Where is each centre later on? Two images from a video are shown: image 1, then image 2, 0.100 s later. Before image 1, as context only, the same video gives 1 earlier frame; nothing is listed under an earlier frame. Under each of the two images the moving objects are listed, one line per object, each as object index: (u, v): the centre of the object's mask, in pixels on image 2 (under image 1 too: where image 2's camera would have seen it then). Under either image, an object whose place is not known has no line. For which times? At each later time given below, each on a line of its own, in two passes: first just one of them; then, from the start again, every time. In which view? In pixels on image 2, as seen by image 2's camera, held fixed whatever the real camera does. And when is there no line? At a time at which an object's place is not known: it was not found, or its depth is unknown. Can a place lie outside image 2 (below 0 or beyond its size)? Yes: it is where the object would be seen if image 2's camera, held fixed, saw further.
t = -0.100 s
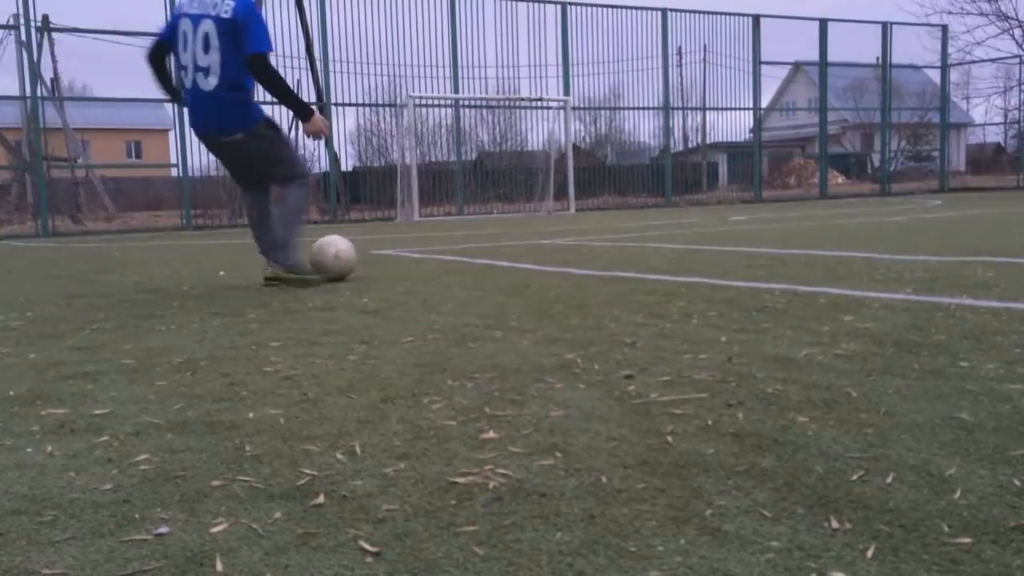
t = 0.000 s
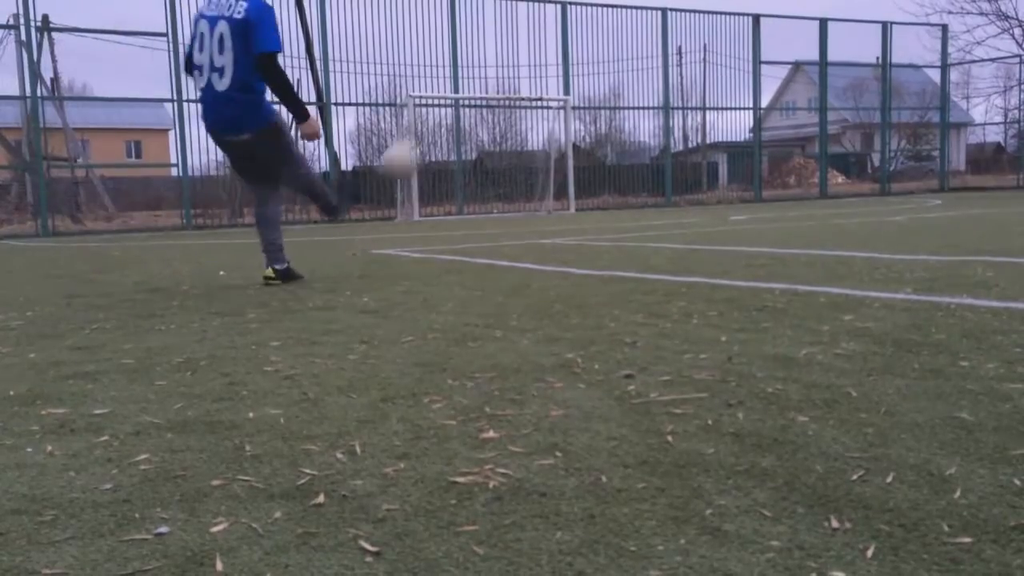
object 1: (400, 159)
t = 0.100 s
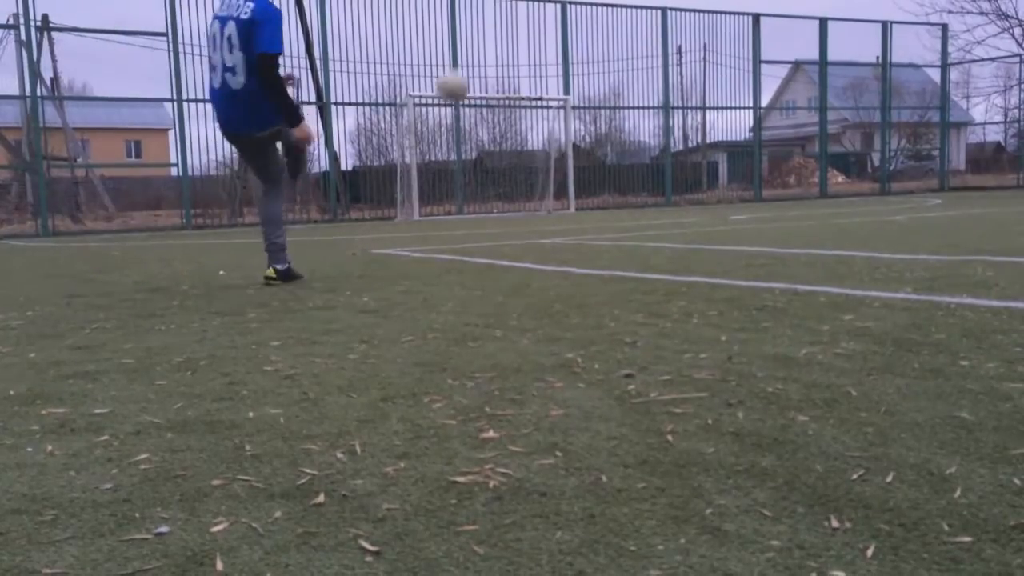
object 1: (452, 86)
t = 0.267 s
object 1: (505, 25)
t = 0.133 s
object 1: (465, 68)
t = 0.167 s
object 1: (477, 54)
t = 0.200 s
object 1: (487, 43)
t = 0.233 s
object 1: (497, 33)
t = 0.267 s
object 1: (505, 25)
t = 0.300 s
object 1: (511, 18)
